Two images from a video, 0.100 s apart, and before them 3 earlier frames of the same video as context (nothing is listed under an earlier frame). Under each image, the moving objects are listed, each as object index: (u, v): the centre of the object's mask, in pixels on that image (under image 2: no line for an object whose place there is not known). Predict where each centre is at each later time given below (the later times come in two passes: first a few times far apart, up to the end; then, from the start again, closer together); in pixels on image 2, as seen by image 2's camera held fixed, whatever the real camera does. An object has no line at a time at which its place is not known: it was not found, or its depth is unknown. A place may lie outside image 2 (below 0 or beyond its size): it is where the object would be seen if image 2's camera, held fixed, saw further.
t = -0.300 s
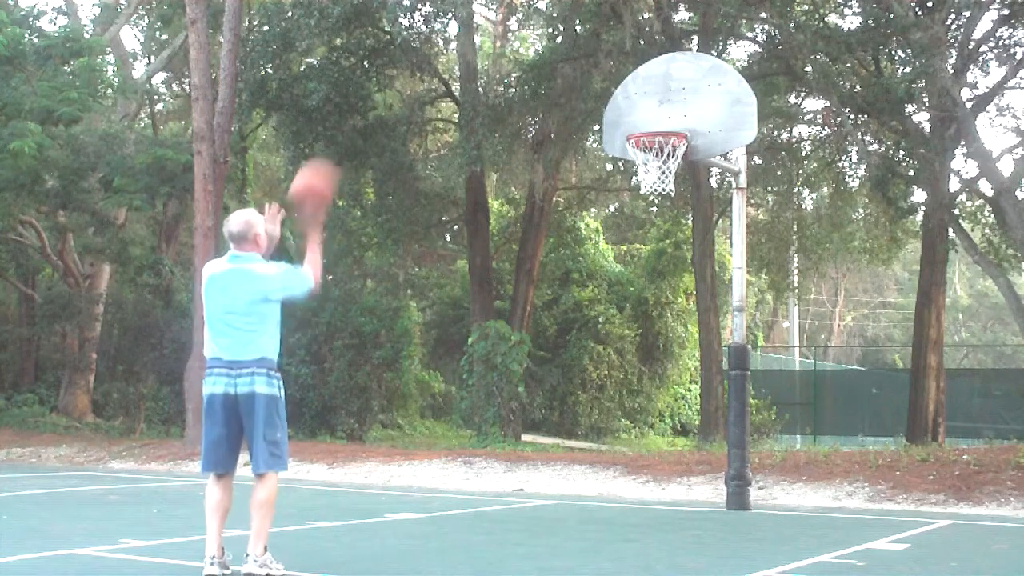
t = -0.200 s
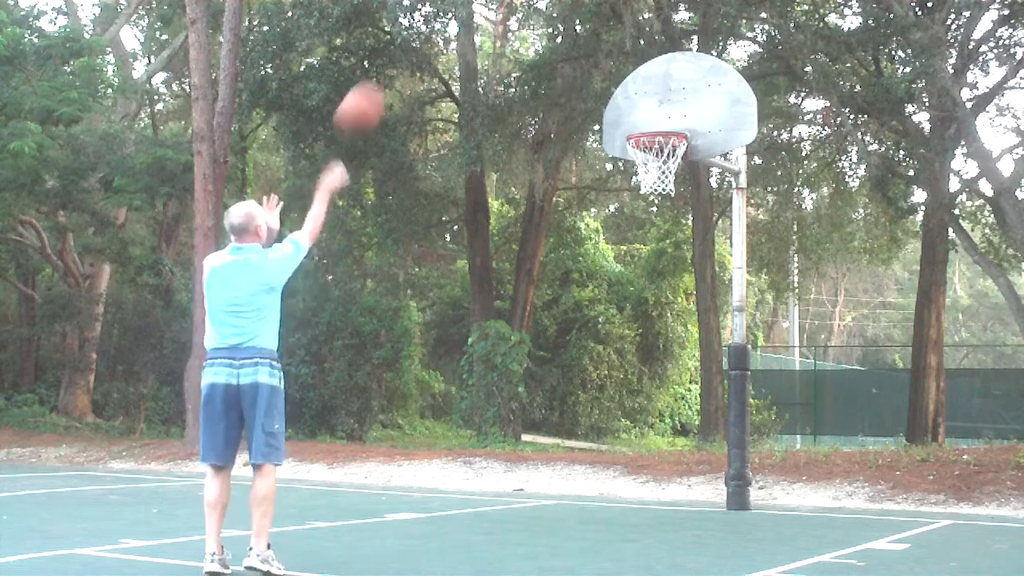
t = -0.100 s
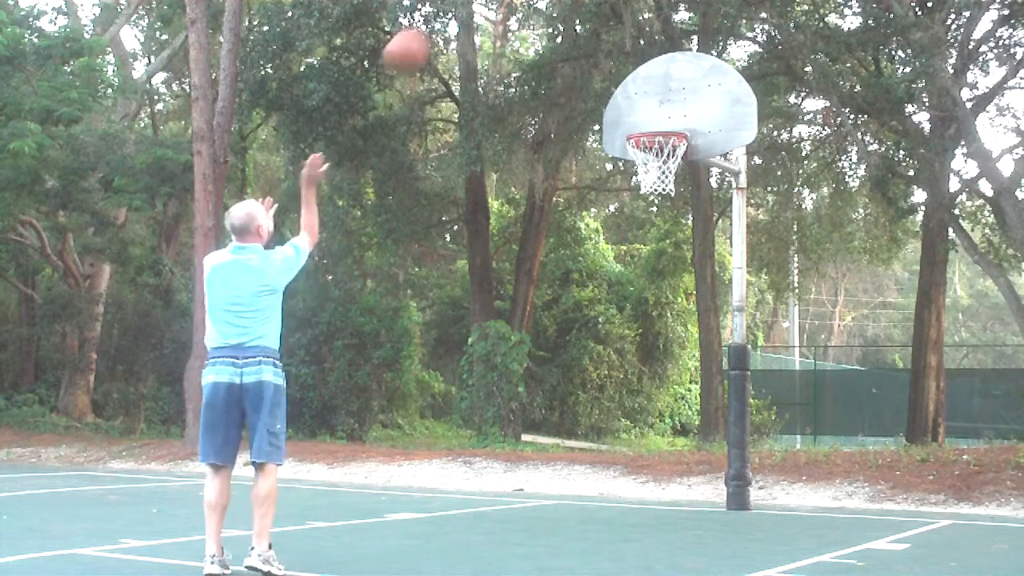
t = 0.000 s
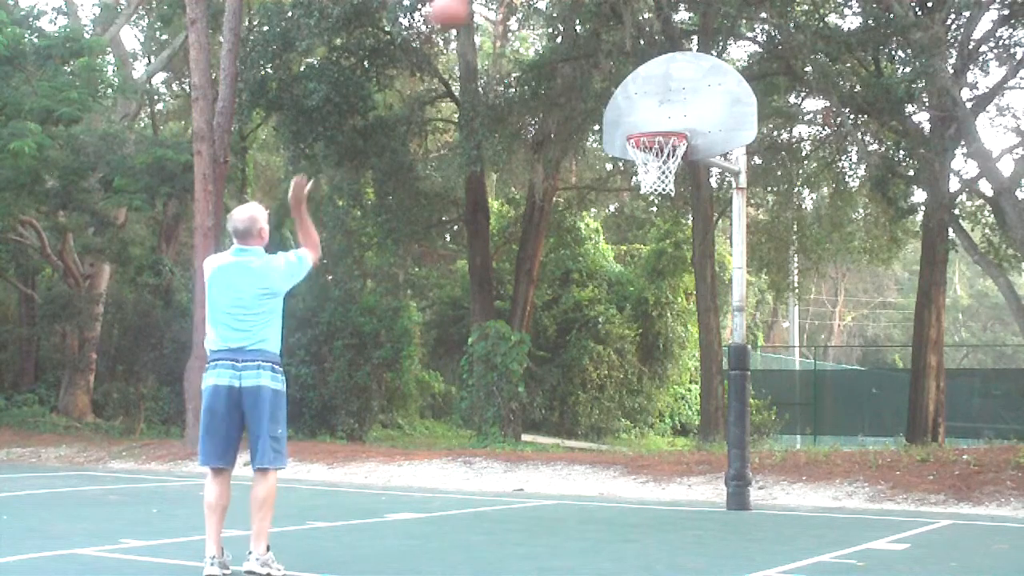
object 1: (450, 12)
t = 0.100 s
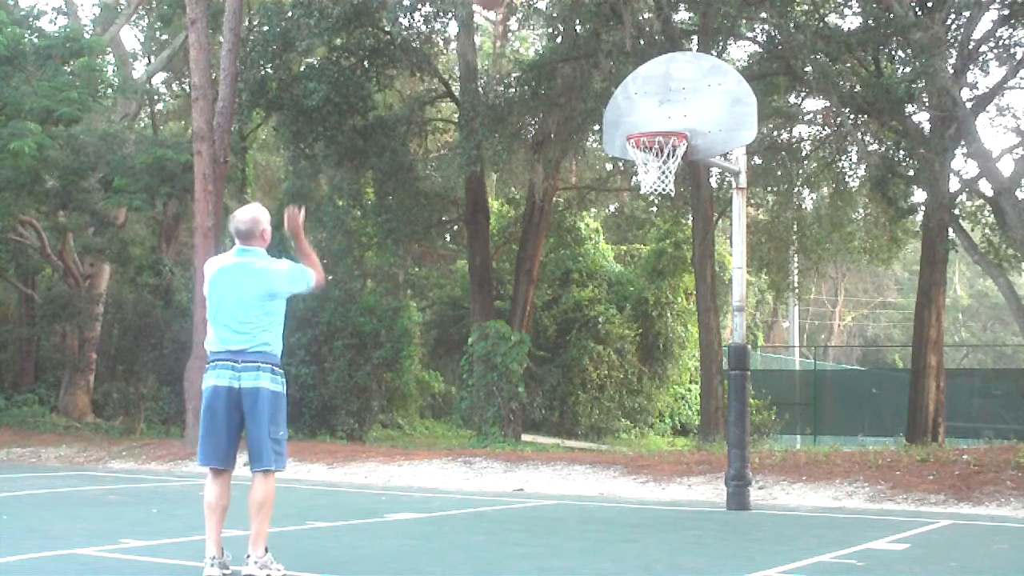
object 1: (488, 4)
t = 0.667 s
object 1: (642, 118)
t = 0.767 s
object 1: (669, 124)
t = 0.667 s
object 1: (642, 118)
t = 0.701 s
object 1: (651, 126)
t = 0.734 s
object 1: (665, 125)
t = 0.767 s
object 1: (669, 124)
